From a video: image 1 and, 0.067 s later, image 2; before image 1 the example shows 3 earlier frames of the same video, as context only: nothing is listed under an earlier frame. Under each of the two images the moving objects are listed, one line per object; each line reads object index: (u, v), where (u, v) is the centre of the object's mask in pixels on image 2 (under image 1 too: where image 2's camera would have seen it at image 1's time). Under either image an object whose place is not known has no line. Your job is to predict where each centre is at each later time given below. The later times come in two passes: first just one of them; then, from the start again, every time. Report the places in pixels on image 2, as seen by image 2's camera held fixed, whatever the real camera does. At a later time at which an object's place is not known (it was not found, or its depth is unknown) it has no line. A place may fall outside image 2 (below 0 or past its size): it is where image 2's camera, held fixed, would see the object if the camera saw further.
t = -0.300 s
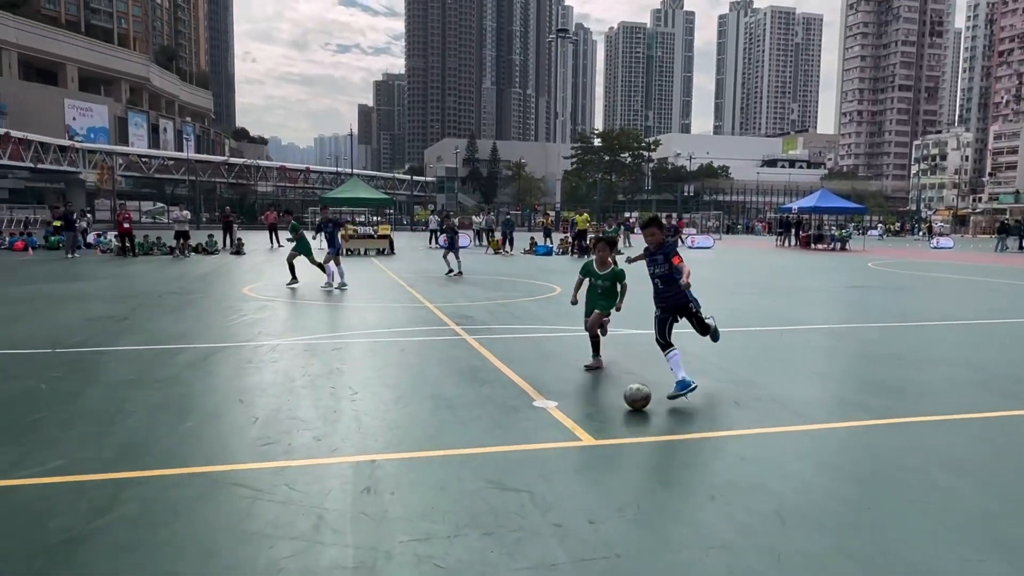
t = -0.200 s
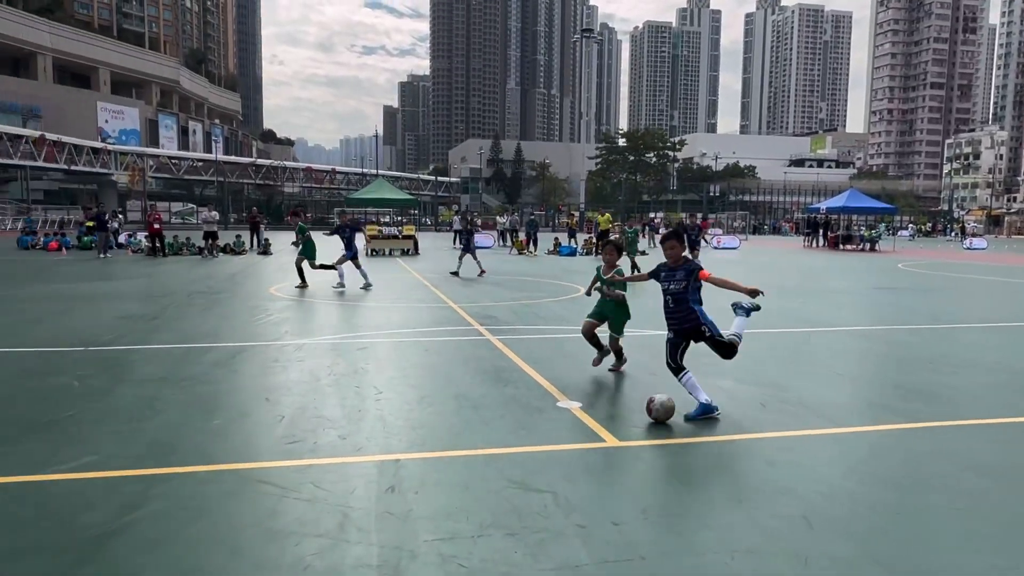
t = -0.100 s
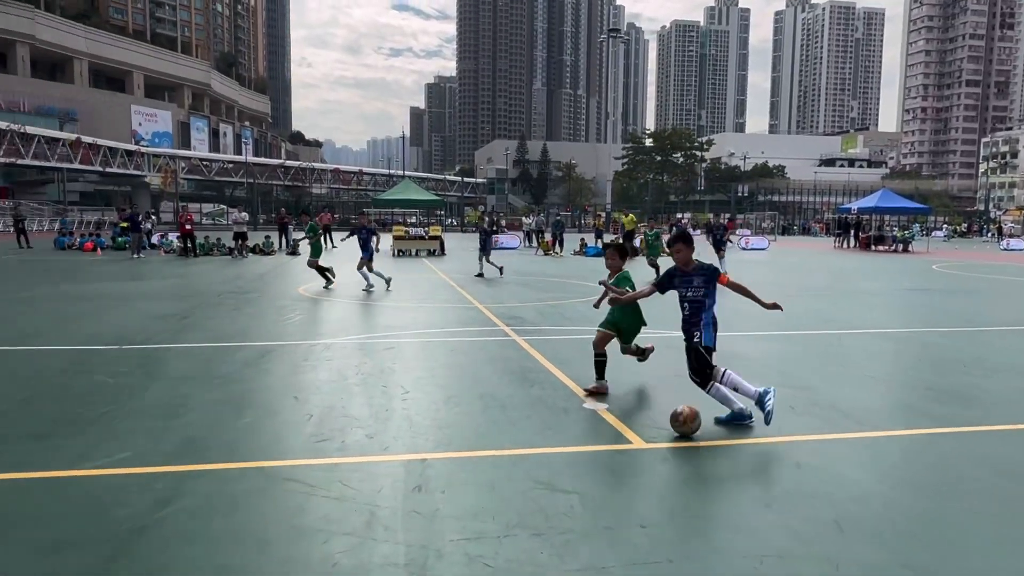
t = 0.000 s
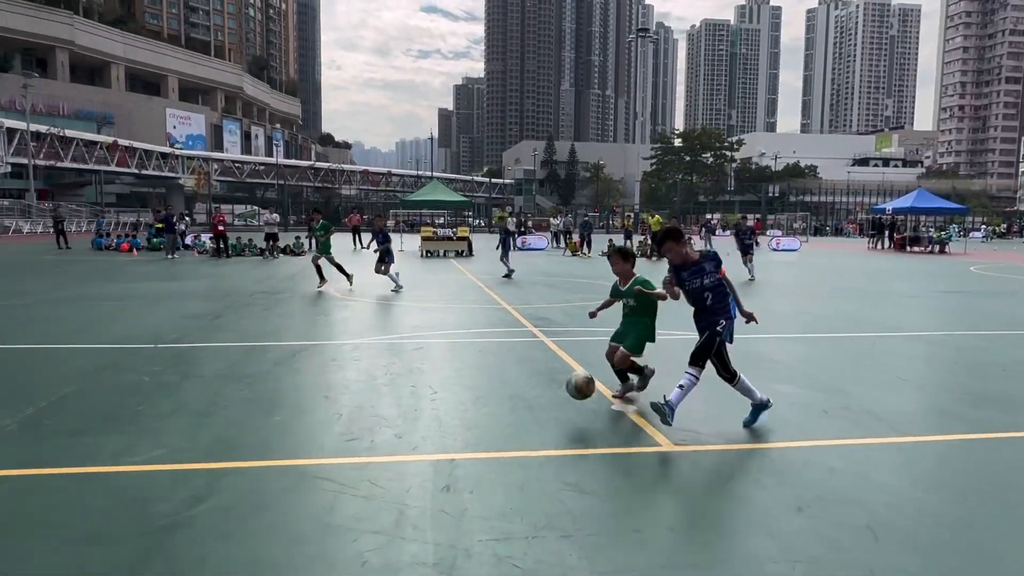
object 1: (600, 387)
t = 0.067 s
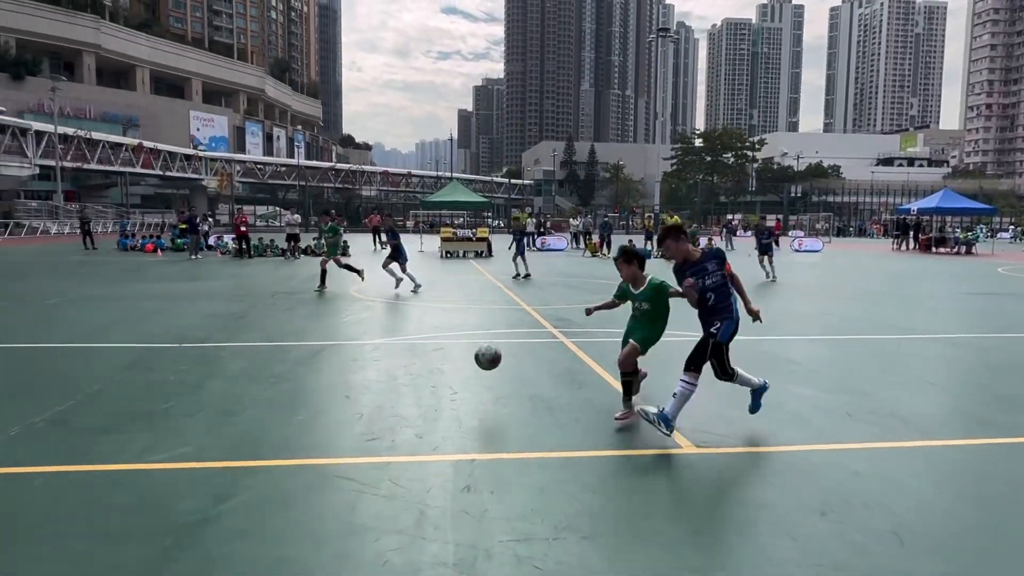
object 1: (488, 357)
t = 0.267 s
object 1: (243, 317)
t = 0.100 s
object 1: (438, 346)
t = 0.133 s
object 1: (393, 337)
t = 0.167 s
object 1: (351, 330)
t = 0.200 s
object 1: (312, 324)
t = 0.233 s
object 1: (276, 319)
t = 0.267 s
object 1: (243, 317)
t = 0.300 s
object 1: (211, 315)
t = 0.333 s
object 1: (182, 315)
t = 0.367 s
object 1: (155, 316)
